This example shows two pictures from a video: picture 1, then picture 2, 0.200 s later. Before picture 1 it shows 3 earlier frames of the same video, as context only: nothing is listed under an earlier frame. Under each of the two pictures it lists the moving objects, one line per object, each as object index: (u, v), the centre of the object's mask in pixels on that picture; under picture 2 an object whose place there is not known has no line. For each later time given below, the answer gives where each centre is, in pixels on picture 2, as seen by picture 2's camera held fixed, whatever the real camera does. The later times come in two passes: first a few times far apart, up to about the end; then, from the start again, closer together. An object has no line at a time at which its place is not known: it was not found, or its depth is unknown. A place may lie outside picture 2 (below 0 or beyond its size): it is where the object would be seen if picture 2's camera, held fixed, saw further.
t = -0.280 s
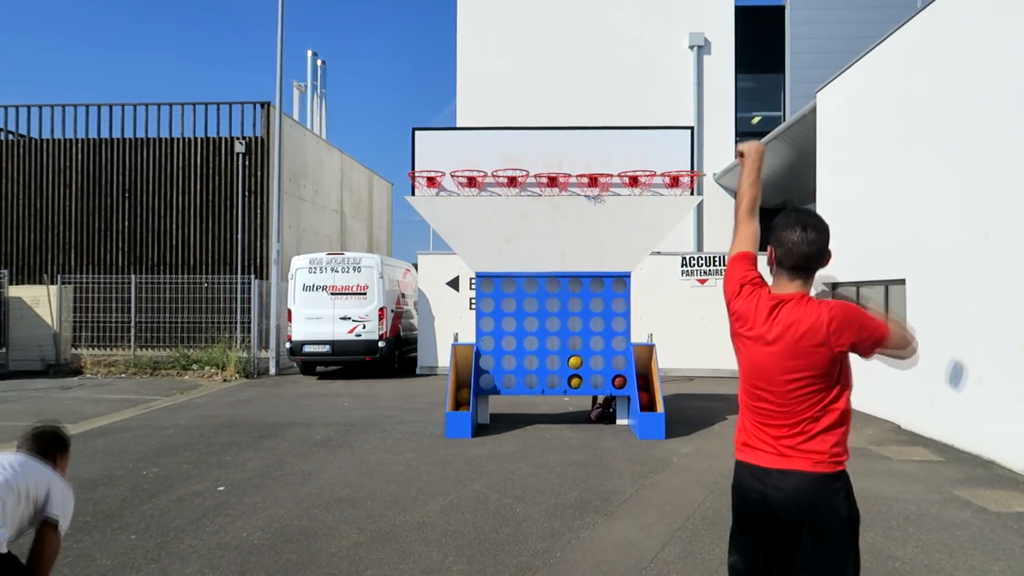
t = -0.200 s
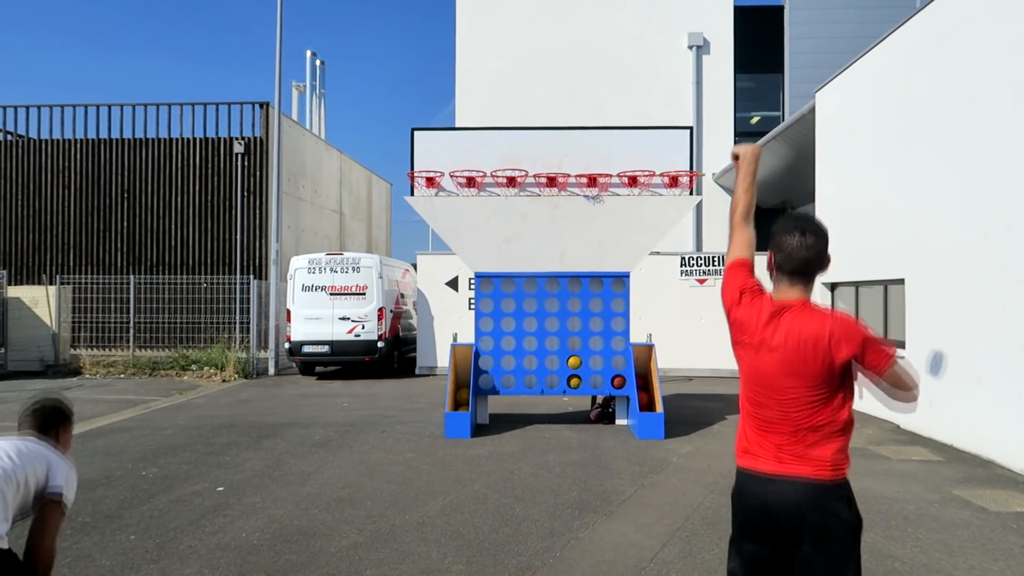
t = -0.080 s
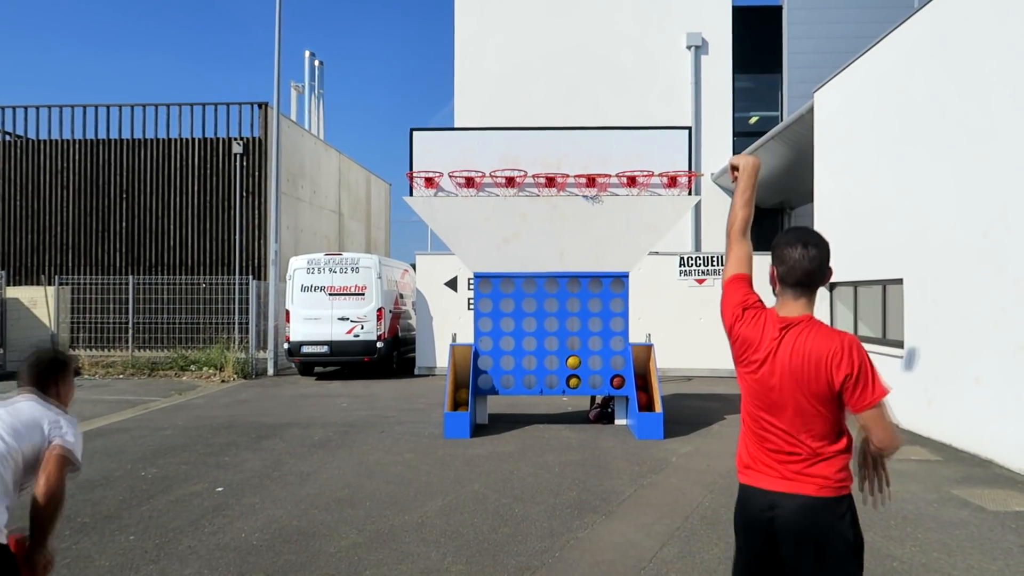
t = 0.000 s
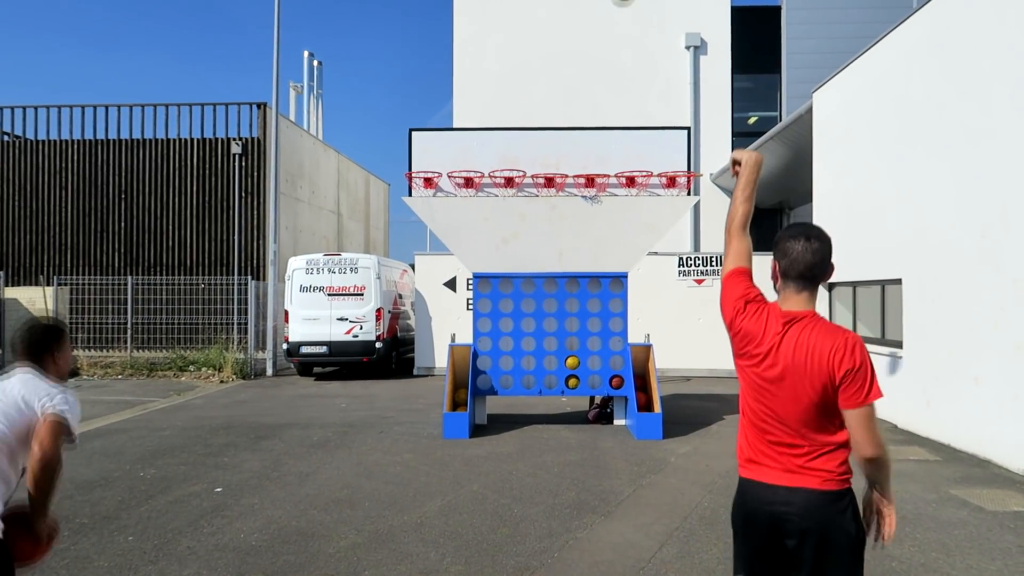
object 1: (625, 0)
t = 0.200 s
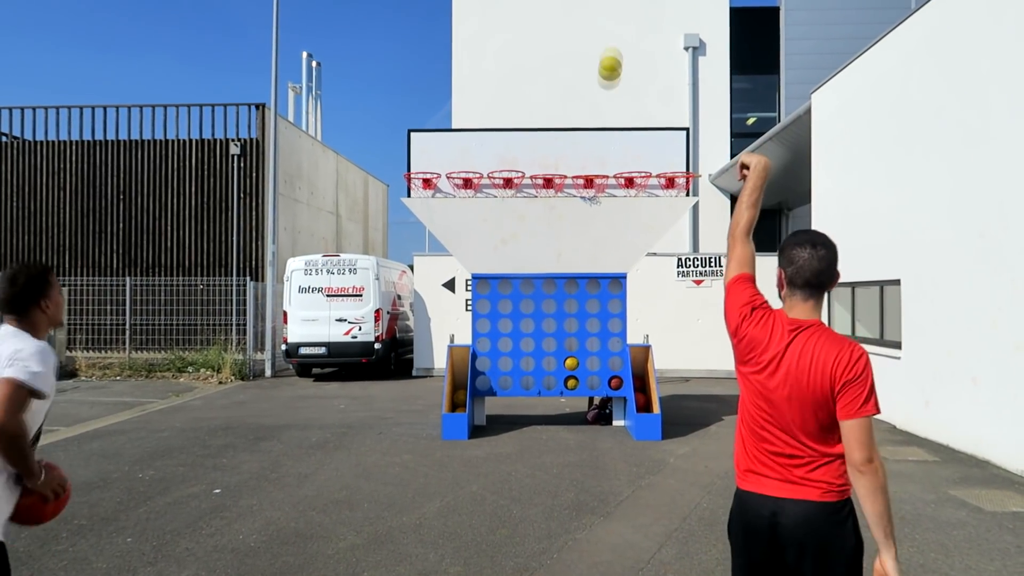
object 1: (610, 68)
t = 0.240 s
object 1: (608, 87)
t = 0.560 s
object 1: (595, 247)
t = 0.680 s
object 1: (596, 309)
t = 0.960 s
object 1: (600, 387)
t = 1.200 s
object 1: (609, 279)
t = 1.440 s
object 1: (617, 217)
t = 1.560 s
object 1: (622, 205)
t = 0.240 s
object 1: (608, 87)
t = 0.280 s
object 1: (605, 106)
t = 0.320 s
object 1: (603, 126)
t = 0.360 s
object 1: (601, 146)
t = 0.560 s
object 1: (595, 247)
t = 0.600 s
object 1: (595, 263)
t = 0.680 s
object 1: (596, 309)
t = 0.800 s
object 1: (596, 385)
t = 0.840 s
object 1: (598, 415)
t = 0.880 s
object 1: (599, 431)
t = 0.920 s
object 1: (600, 412)
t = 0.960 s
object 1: (600, 387)
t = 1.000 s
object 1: (601, 367)
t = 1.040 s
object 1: (602, 347)
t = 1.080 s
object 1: (603, 329)
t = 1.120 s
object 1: (605, 312)
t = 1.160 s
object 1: (606, 296)
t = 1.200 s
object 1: (609, 279)
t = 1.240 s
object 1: (610, 264)
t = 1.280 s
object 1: (611, 253)
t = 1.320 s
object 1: (613, 242)
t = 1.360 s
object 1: (614, 233)
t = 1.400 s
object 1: (615, 225)
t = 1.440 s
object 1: (617, 217)
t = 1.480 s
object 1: (618, 211)
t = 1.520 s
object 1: (621, 208)
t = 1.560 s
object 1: (622, 205)
